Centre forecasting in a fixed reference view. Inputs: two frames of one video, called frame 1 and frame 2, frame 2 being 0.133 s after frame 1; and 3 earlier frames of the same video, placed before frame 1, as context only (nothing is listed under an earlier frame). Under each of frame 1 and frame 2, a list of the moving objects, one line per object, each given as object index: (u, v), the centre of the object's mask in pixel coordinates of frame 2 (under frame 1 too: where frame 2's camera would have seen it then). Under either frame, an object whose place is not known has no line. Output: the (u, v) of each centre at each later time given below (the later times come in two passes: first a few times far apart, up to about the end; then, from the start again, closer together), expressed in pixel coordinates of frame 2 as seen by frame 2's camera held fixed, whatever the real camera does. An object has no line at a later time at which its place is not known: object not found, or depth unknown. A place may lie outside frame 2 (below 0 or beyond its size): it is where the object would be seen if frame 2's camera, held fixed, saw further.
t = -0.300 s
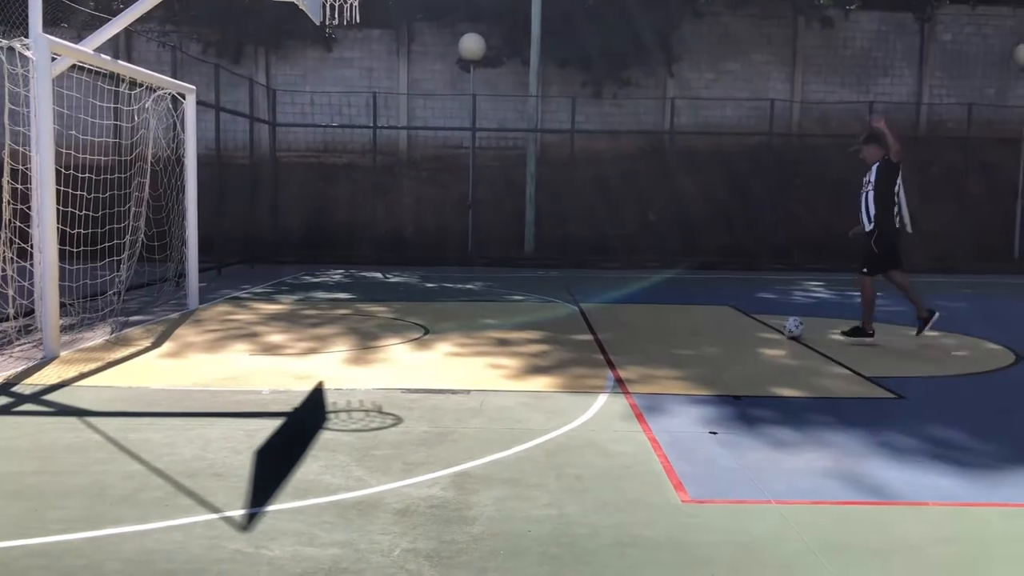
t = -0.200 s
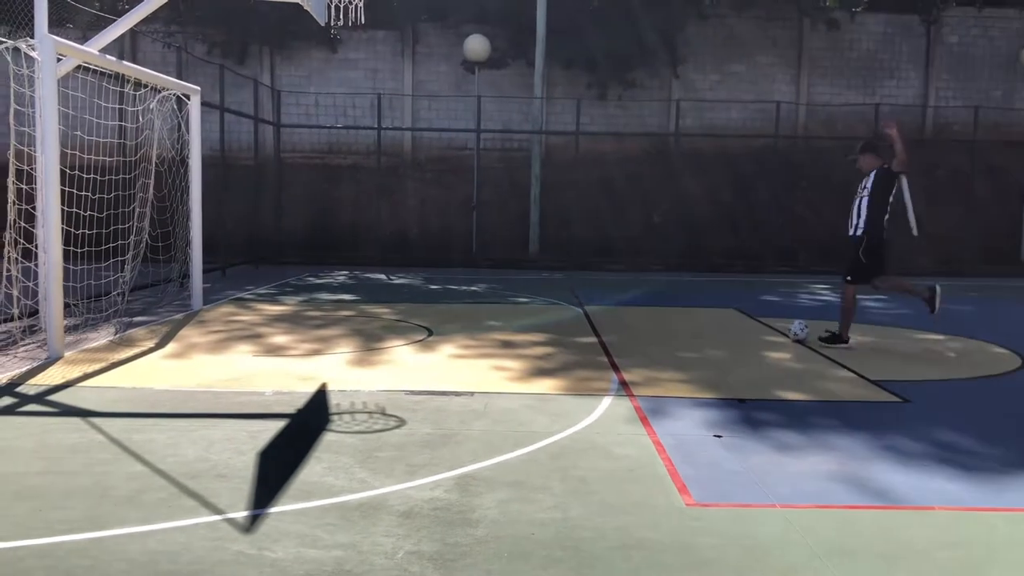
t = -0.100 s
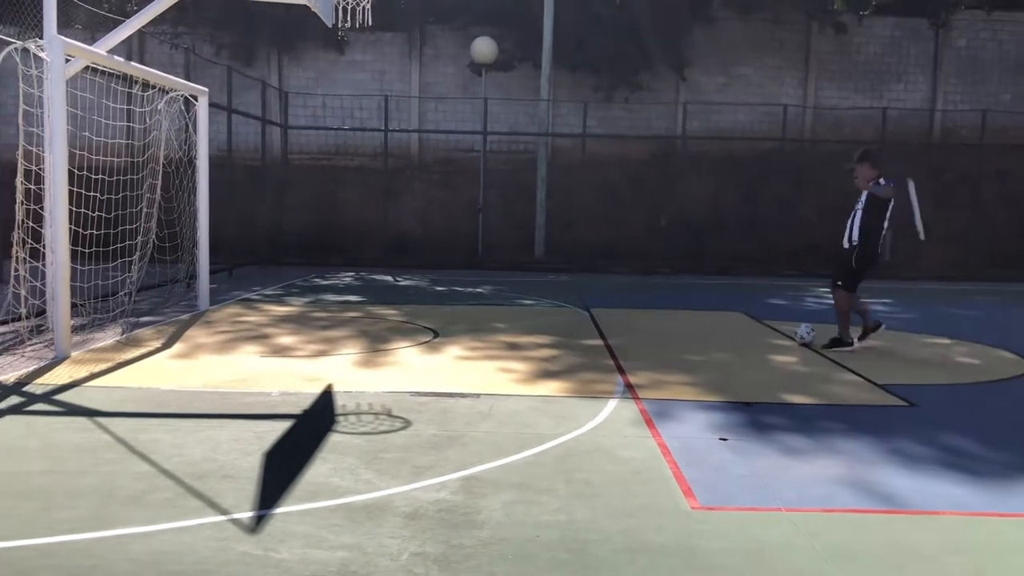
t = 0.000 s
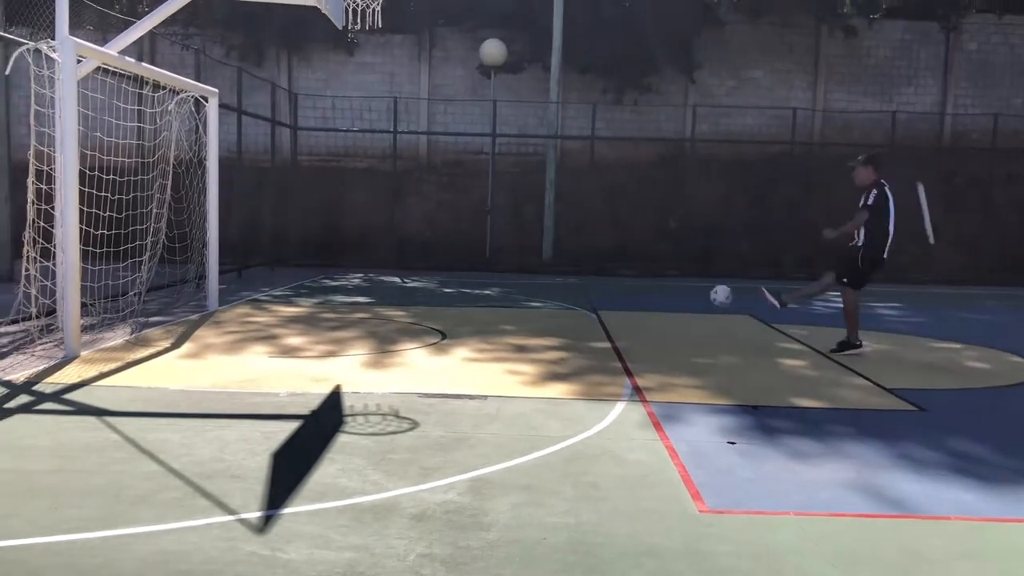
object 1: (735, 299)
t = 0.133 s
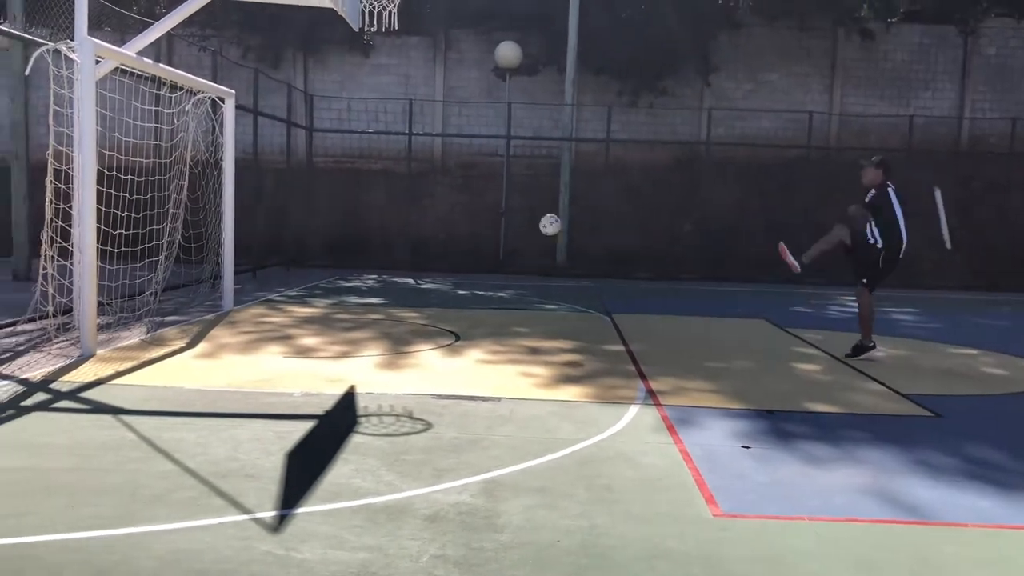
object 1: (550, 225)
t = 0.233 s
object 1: (415, 181)
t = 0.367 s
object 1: (236, 137)
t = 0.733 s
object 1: (97, 128)
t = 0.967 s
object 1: (125, 222)
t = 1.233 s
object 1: (162, 286)
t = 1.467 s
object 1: (192, 264)
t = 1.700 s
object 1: (220, 299)
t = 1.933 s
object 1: (245, 300)
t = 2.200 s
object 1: (274, 313)
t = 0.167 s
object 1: (505, 209)
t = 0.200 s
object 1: (460, 195)
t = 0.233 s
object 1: (415, 181)
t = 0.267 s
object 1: (370, 169)
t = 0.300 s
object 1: (325, 157)
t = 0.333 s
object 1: (280, 146)
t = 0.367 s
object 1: (236, 137)
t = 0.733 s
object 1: (97, 128)
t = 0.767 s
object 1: (99, 140)
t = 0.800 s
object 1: (103, 151)
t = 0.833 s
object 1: (106, 162)
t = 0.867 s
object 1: (110, 175)
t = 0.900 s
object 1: (115, 190)
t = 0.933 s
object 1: (120, 205)
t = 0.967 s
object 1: (125, 222)
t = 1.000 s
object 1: (130, 240)
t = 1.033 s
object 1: (135, 258)
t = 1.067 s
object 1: (140, 278)
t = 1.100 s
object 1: (145, 299)
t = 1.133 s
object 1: (149, 309)
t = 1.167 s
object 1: (153, 301)
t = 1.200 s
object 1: (158, 293)
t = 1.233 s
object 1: (162, 286)
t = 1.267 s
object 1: (167, 277)
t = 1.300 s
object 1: (172, 272)
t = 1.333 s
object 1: (176, 267)
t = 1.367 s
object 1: (180, 266)
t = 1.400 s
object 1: (184, 264)
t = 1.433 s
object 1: (188, 264)
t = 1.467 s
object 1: (192, 264)
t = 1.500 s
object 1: (197, 267)
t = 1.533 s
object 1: (201, 270)
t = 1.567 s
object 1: (204, 272)
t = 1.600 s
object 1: (209, 278)
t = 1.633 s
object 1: (213, 284)
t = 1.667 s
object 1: (216, 291)
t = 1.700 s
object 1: (220, 299)
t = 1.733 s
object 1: (224, 311)
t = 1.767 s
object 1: (228, 313)
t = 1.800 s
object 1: (233, 308)
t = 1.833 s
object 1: (234, 304)
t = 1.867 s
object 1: (240, 301)
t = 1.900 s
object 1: (243, 300)
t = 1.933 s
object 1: (245, 300)
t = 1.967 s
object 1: (249, 302)
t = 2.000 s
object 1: (253, 304)
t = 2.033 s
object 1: (255, 307)
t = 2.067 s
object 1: (260, 313)
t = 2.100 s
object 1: (264, 316)
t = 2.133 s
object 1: (268, 313)
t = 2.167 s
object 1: (271, 312)
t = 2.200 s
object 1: (274, 313)
